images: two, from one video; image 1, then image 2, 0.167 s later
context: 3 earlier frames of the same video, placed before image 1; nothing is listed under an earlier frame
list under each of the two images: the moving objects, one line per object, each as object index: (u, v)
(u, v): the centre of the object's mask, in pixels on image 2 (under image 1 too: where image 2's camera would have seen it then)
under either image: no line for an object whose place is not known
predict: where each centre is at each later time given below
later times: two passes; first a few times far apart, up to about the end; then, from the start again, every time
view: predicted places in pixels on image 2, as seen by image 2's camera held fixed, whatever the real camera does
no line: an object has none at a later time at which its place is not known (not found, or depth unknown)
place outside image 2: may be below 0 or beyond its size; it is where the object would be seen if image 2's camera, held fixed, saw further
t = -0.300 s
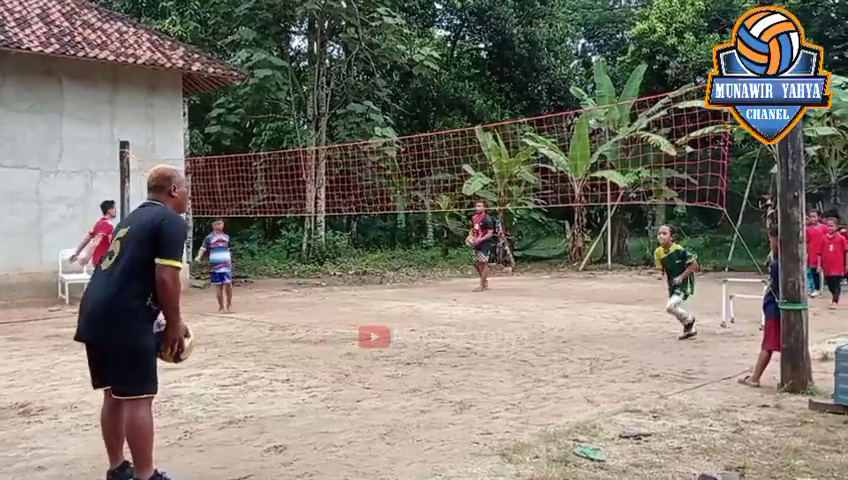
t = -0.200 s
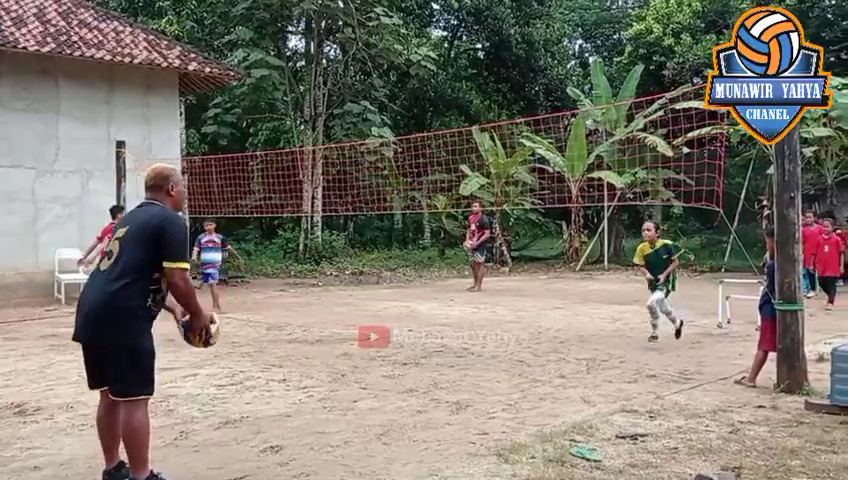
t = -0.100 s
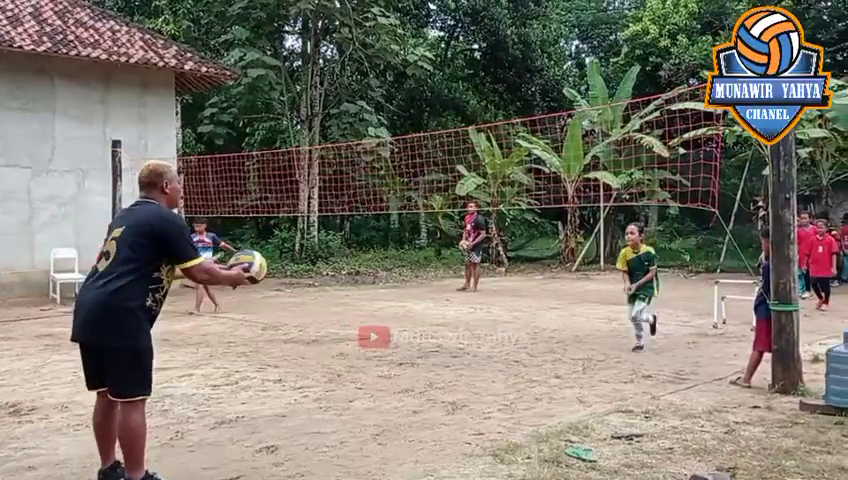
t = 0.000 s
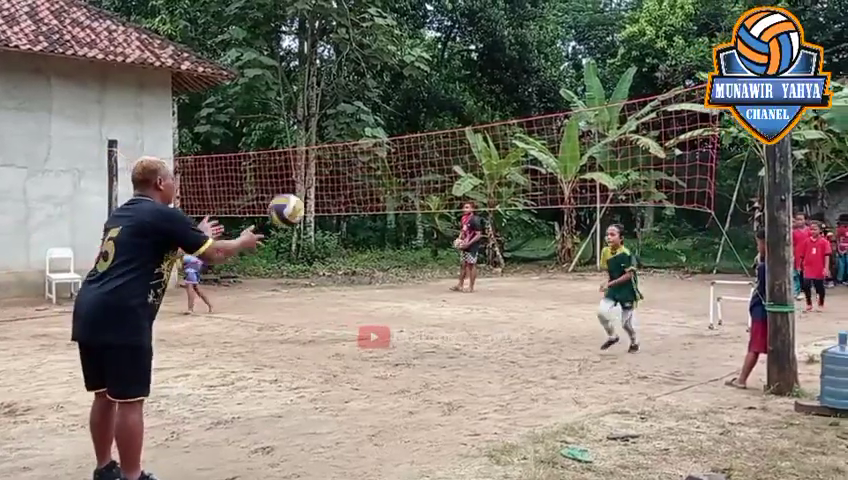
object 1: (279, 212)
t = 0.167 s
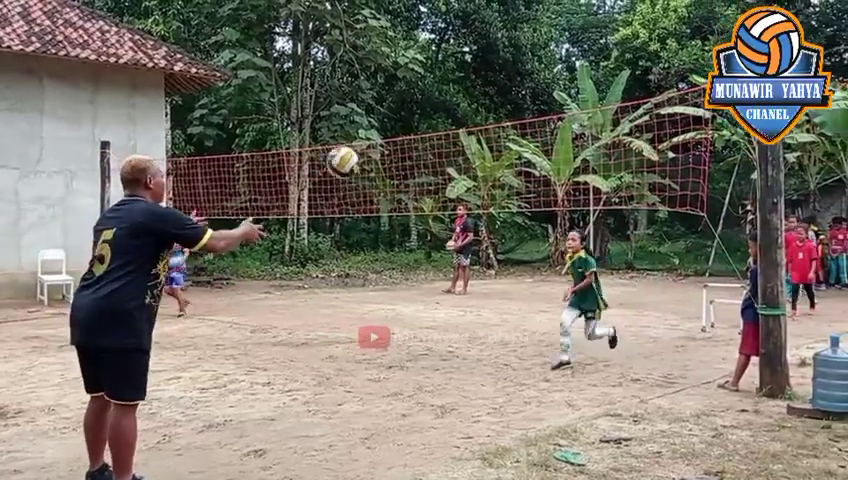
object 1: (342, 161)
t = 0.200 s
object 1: (354, 158)
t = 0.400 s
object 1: (419, 167)
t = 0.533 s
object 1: (455, 203)
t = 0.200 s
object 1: (354, 158)
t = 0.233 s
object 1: (365, 155)
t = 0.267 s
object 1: (377, 155)
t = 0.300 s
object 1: (387, 156)
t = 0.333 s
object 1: (398, 158)
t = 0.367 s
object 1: (408, 162)
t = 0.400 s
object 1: (419, 167)
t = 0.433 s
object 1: (428, 174)
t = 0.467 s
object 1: (438, 183)
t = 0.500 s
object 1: (446, 192)
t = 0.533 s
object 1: (455, 203)
